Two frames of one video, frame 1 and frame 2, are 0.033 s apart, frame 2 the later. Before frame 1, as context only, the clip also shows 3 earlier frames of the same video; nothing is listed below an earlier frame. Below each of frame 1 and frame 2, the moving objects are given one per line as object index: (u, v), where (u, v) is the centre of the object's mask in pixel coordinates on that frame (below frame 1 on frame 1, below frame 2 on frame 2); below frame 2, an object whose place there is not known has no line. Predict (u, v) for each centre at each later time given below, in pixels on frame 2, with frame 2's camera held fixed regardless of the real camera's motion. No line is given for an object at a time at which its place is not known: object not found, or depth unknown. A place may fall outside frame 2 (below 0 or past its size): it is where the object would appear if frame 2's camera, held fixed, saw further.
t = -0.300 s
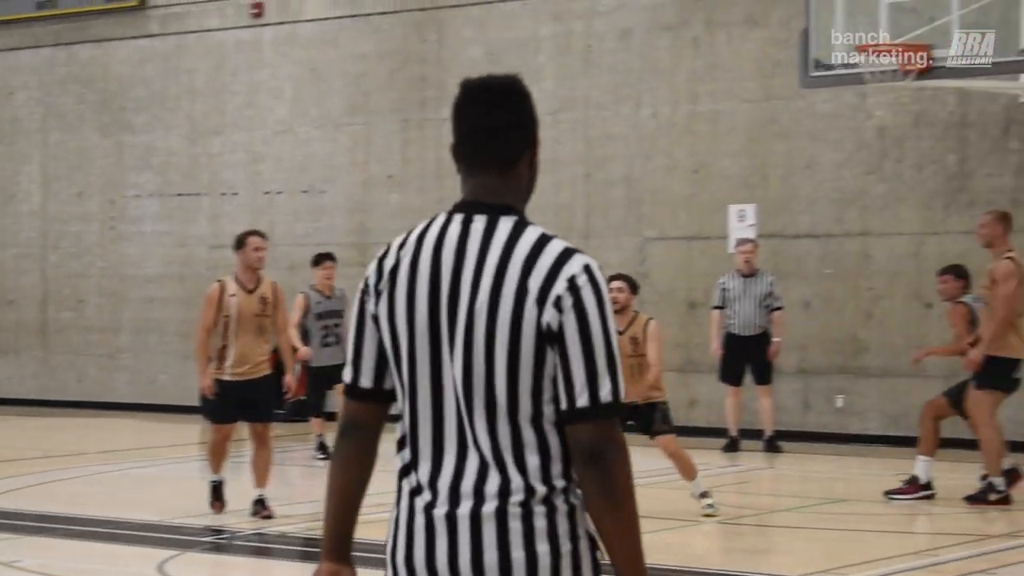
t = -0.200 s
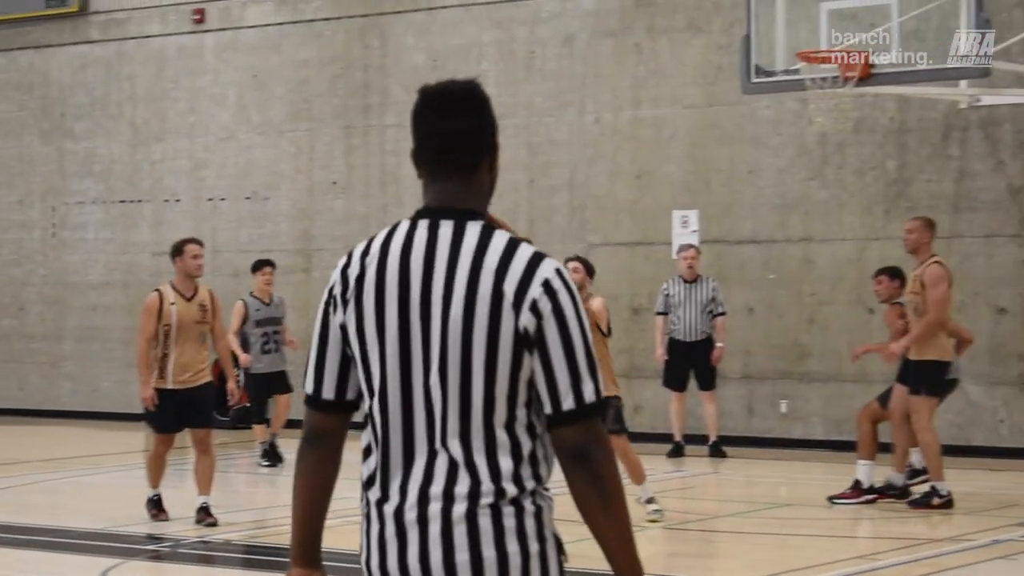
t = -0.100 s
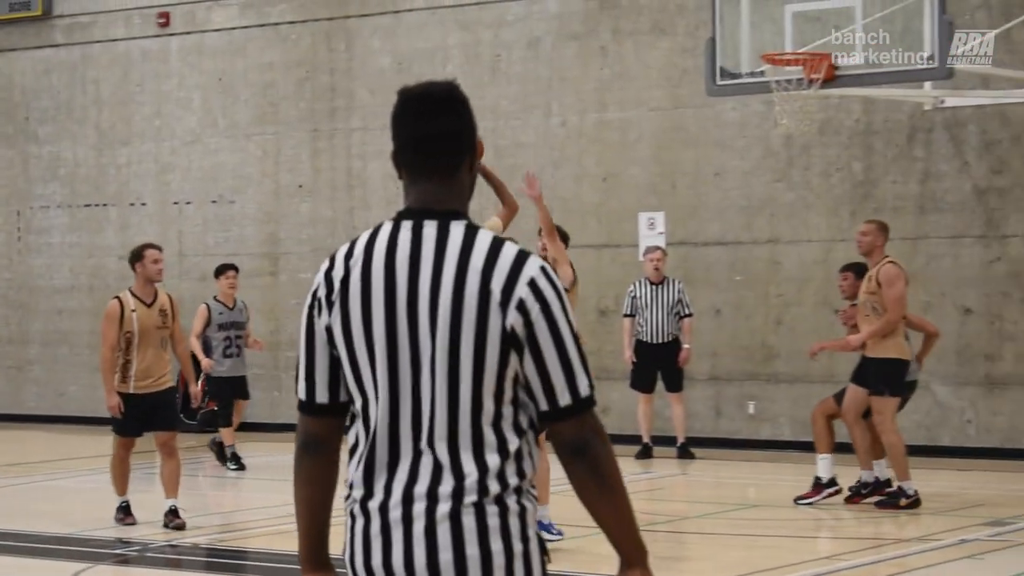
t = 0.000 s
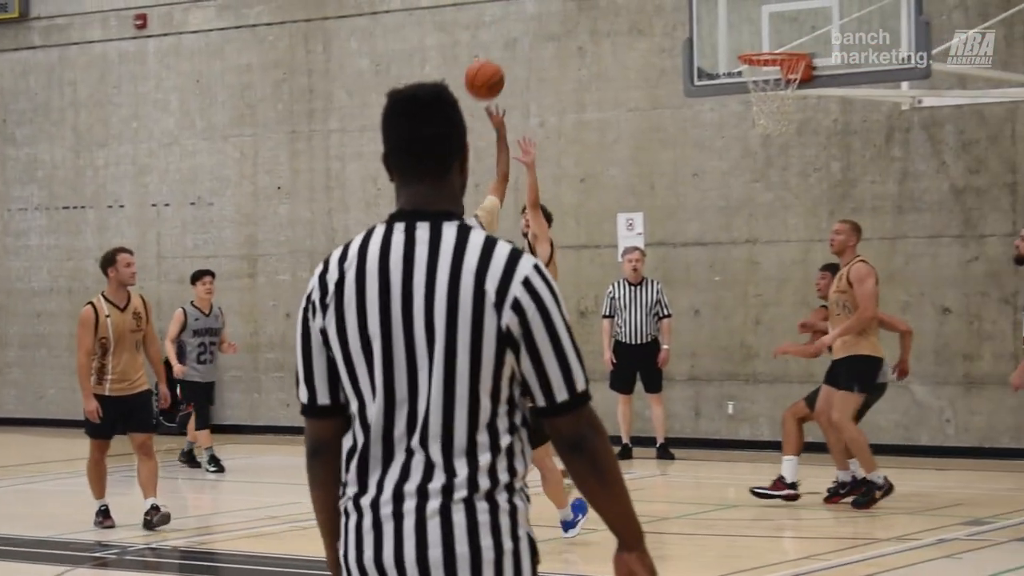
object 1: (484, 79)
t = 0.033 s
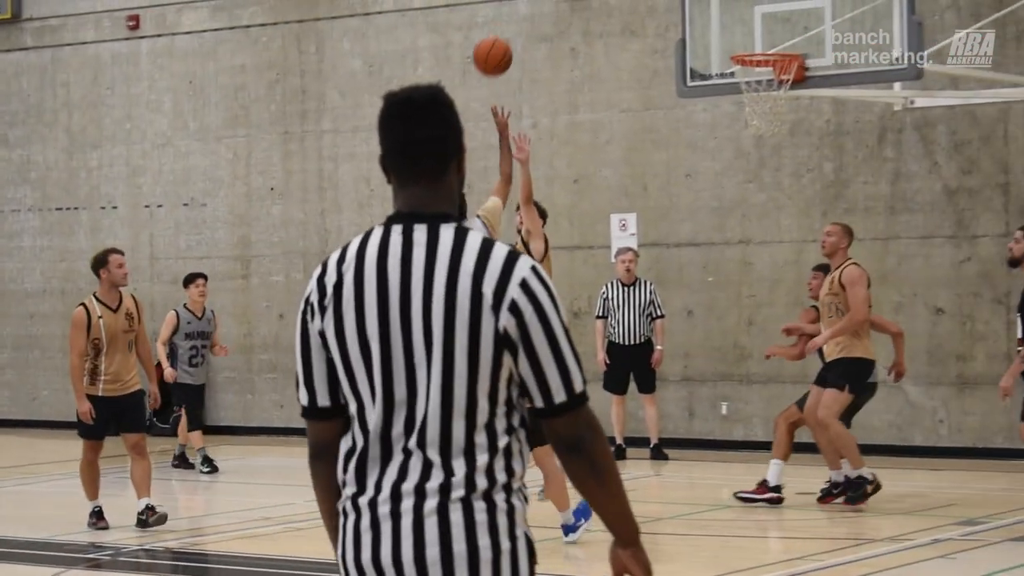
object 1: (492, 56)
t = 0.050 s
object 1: (502, 44)
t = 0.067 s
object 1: (510, 34)
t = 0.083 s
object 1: (517, 24)
